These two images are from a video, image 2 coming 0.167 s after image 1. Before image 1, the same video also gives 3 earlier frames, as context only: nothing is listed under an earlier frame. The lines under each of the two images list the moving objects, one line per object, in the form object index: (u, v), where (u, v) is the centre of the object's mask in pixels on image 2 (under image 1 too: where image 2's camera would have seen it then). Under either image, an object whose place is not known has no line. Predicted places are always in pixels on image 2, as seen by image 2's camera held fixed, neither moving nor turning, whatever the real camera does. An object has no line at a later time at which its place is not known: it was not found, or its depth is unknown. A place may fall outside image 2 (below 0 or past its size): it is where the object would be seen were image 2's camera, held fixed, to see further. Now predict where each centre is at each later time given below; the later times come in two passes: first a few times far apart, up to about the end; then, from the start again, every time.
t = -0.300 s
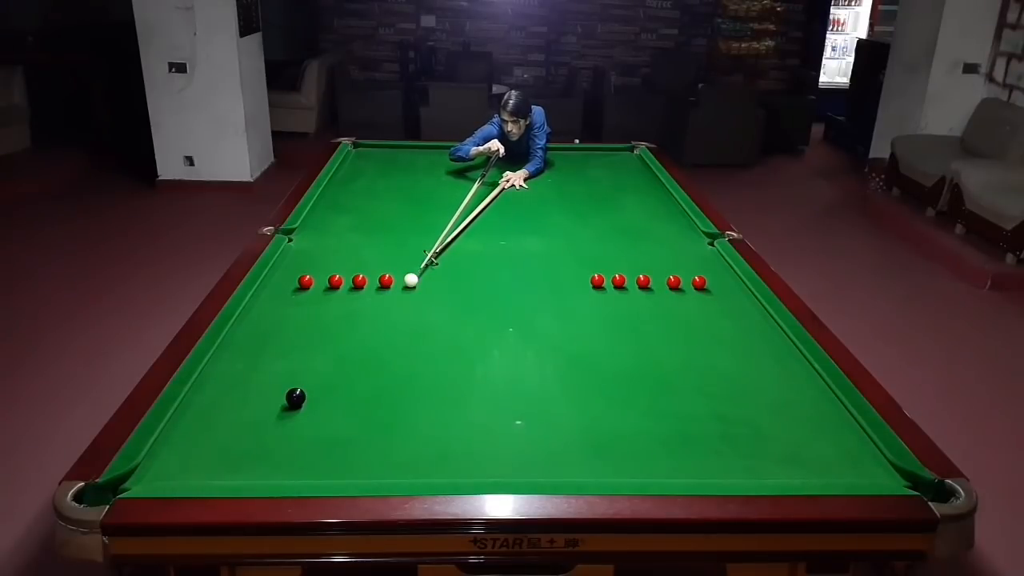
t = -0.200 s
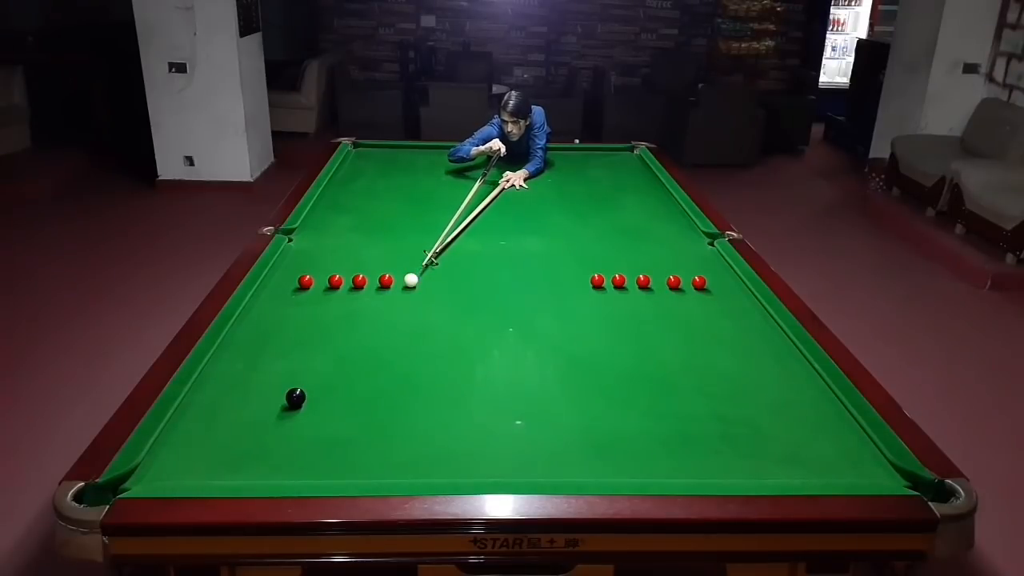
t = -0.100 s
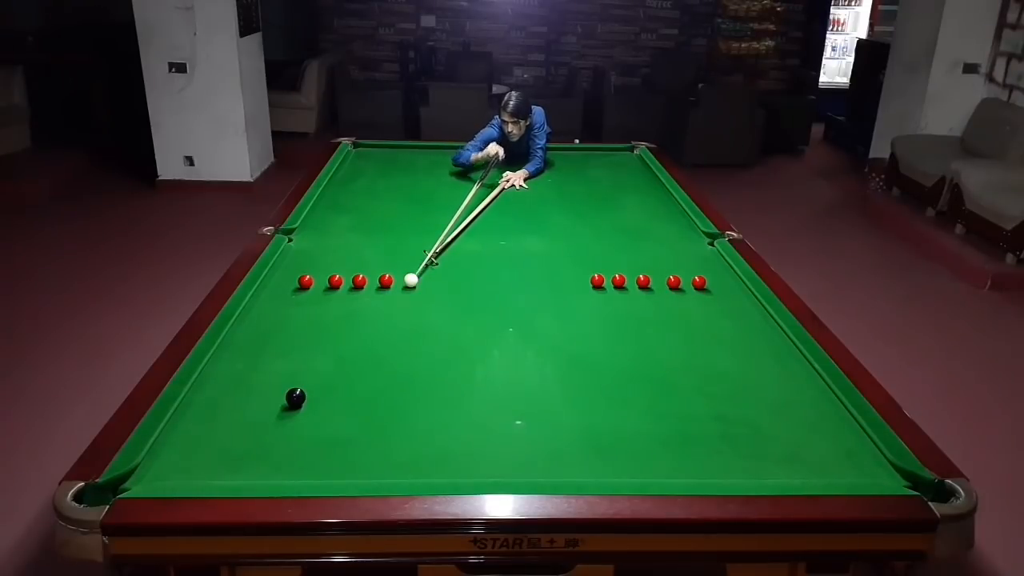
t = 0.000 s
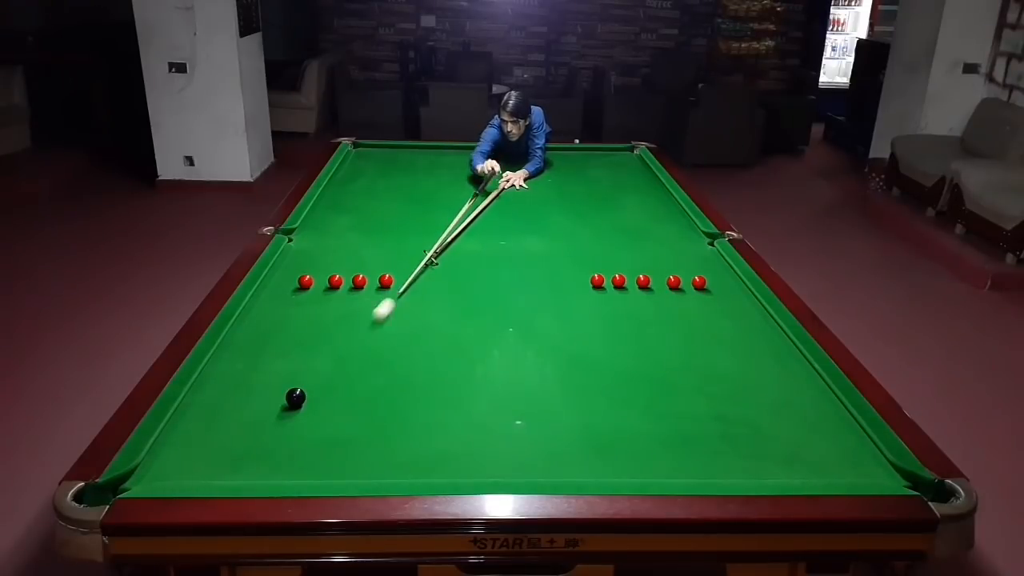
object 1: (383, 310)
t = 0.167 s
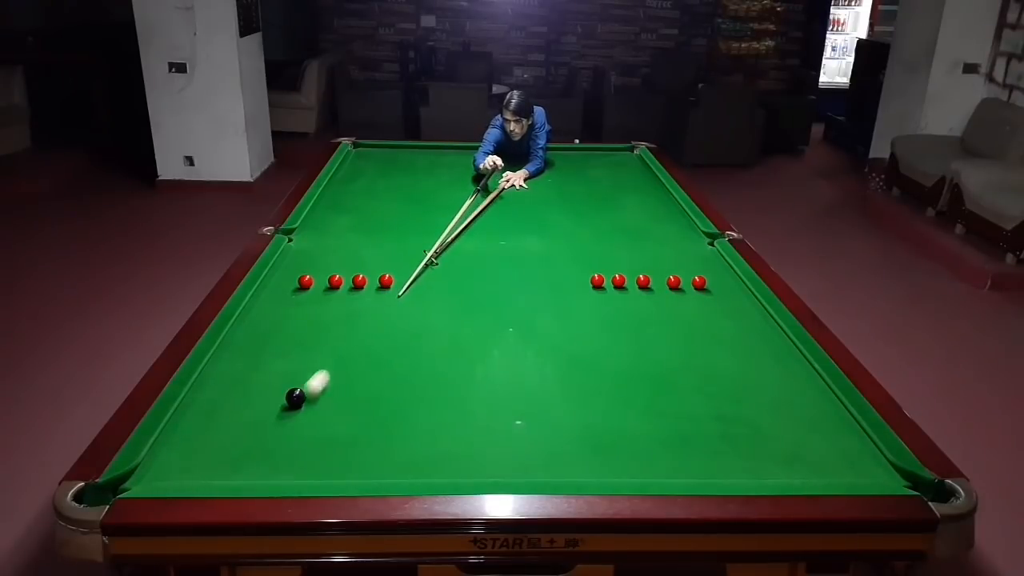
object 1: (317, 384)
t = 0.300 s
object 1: (338, 407)
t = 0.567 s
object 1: (390, 445)
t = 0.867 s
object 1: (451, 467)
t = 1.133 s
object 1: (492, 441)
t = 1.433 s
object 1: (531, 416)
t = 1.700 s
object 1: (560, 398)
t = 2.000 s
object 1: (589, 380)
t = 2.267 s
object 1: (611, 367)
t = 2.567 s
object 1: (631, 355)
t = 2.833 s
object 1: (647, 346)
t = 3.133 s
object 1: (663, 338)
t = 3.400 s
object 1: (674, 331)
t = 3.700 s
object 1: (684, 325)
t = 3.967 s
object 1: (692, 322)
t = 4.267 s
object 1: (699, 318)
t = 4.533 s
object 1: (703, 316)
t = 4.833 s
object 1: (706, 315)
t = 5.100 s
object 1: (707, 315)
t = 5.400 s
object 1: (707, 315)
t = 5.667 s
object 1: (707, 315)
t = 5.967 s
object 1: (707, 315)
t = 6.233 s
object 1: (707, 315)
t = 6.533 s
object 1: (707, 315)
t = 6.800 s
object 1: (707, 315)
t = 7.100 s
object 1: (707, 315)
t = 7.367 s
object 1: (707, 315)
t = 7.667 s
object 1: (707, 315)
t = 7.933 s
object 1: (707, 315)
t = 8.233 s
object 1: (707, 315)
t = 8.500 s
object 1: (707, 315)
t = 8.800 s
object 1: (707, 315)
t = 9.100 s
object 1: (707, 315)
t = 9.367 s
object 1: (707, 315)
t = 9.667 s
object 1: (707, 315)
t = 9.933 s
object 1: (707, 315)
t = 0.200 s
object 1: (317, 393)
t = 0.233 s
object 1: (325, 398)
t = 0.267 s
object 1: (332, 403)
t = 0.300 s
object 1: (338, 407)
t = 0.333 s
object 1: (344, 411)
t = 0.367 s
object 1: (351, 416)
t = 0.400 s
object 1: (357, 421)
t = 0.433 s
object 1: (363, 425)
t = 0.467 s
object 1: (370, 430)
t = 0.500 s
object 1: (377, 435)
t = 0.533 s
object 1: (383, 440)
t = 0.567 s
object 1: (390, 445)
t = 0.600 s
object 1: (397, 450)
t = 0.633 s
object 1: (404, 455)
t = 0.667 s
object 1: (411, 459)
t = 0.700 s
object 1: (418, 465)
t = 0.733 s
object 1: (426, 468)
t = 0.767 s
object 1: (433, 472)
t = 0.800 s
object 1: (440, 472)
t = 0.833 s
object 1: (446, 469)
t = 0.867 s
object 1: (451, 467)
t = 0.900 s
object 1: (457, 464)
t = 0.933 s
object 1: (462, 460)
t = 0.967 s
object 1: (467, 457)
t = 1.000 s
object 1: (472, 454)
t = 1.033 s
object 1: (477, 450)
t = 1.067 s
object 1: (482, 447)
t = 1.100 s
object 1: (487, 444)
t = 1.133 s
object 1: (492, 441)
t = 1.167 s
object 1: (497, 438)
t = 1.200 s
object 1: (501, 435)
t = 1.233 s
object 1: (506, 432)
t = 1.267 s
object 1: (510, 429)
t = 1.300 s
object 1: (515, 427)
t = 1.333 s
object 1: (519, 424)
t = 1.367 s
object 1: (523, 421)
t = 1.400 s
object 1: (527, 419)
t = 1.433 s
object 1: (531, 416)
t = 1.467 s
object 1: (535, 414)
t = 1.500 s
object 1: (539, 411)
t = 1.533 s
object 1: (542, 409)
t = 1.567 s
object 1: (546, 406)
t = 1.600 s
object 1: (550, 404)
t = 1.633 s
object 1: (553, 402)
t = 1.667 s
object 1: (557, 399)
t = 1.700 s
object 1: (560, 398)
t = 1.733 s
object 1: (563, 396)
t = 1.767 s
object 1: (567, 393)
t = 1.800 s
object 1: (570, 392)
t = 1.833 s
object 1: (573, 390)
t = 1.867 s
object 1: (577, 388)
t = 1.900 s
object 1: (580, 386)
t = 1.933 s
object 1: (583, 384)
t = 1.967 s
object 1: (586, 382)
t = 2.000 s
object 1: (589, 380)
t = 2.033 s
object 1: (592, 379)
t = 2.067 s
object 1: (594, 377)
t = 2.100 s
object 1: (597, 375)
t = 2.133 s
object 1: (600, 374)
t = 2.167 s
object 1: (603, 372)
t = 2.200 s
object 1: (605, 370)
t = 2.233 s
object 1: (608, 369)
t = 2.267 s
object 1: (611, 367)
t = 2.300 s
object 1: (613, 366)
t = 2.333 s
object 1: (615, 365)
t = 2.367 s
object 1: (618, 363)
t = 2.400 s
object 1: (620, 362)
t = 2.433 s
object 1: (622, 361)
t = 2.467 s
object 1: (625, 359)
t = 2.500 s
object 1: (627, 358)
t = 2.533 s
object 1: (629, 356)
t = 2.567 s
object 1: (631, 355)
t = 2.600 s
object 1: (633, 354)
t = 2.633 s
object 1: (636, 353)
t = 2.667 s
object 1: (638, 352)
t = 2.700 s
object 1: (640, 350)
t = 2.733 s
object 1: (642, 349)
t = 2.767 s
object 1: (643, 348)
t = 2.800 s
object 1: (646, 347)
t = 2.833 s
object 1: (647, 346)
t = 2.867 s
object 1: (649, 345)
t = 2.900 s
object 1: (651, 344)
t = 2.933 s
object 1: (653, 343)
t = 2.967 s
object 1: (654, 342)
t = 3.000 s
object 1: (656, 341)
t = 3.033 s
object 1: (658, 340)
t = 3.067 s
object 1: (659, 339)
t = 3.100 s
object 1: (661, 338)
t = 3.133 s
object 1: (663, 338)
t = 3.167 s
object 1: (664, 337)
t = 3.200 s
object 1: (665, 336)
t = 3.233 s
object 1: (667, 335)
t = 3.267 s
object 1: (669, 334)
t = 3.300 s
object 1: (670, 333)
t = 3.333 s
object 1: (671, 333)
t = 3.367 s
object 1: (673, 332)
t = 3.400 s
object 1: (674, 331)
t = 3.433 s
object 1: (675, 330)
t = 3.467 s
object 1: (676, 330)
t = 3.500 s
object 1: (678, 329)
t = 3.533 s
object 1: (679, 329)
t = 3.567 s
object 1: (680, 328)
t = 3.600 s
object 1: (681, 327)
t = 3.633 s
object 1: (682, 327)
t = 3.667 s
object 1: (683, 326)
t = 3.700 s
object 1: (684, 325)
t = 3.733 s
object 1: (685, 325)
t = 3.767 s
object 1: (686, 324)
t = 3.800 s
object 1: (687, 324)
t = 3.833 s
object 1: (688, 323)
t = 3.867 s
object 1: (689, 323)
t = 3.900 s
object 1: (690, 322)
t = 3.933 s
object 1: (691, 322)
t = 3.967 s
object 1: (692, 322)
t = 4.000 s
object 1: (693, 321)
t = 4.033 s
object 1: (694, 321)
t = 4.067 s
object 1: (694, 320)
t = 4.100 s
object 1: (695, 320)
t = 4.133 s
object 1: (696, 319)
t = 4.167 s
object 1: (696, 319)
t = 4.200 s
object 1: (697, 319)
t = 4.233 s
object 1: (698, 318)
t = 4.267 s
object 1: (699, 318)
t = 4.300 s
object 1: (699, 318)
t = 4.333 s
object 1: (700, 318)
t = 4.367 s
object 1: (700, 317)
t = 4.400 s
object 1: (701, 317)
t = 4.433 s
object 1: (701, 317)
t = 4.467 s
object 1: (702, 317)
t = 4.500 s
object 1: (702, 316)
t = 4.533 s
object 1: (703, 316)
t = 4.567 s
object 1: (703, 316)
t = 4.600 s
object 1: (703, 316)
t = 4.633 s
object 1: (704, 316)
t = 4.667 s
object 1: (704, 316)
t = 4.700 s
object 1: (705, 315)
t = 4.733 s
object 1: (705, 315)
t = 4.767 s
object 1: (705, 315)
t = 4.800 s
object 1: (706, 315)
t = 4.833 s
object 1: (706, 315)
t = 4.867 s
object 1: (706, 315)
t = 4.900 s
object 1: (706, 315)
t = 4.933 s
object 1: (706, 315)
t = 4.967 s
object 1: (706, 315)
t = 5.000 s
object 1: (707, 315)
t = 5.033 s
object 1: (707, 315)
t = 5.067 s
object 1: (707, 315)
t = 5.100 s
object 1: (707, 315)
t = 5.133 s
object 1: (707, 315)
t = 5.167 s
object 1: (707, 315)
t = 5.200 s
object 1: (707, 315)
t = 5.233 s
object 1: (707, 315)
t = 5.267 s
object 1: (707, 315)
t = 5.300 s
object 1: (707, 315)
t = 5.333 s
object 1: (707, 315)
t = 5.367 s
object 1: (707, 315)
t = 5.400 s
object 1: (707, 315)
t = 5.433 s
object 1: (707, 315)
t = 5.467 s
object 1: (707, 315)
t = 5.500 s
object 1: (707, 315)
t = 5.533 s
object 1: (707, 315)
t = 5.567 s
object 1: (707, 315)
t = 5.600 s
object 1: (707, 315)
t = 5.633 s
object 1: (707, 315)
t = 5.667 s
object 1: (707, 315)
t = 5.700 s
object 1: (707, 315)
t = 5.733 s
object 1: (707, 315)
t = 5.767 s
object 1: (707, 315)
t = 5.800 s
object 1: (707, 315)
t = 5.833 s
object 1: (707, 315)
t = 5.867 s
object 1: (707, 315)
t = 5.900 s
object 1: (707, 315)
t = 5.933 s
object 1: (707, 315)
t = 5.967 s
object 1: (707, 315)
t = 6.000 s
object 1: (707, 315)
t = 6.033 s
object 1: (707, 315)
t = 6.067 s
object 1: (707, 315)
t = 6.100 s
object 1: (707, 315)
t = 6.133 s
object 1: (707, 315)
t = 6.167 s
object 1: (707, 315)
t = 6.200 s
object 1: (707, 315)
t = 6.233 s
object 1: (707, 315)
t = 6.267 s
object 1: (707, 315)
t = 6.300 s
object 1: (707, 315)
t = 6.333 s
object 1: (707, 315)
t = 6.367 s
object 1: (707, 315)
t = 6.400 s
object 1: (707, 315)
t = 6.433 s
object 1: (707, 315)
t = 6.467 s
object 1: (707, 315)
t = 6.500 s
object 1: (707, 315)
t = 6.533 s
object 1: (707, 315)
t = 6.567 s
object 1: (707, 315)
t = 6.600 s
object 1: (707, 315)
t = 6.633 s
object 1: (707, 315)
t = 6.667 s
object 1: (707, 315)
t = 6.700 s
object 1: (707, 315)
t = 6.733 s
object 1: (707, 315)
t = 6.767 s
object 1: (707, 315)
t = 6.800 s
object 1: (707, 315)
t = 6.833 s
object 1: (707, 315)
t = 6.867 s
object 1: (707, 315)
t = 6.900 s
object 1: (707, 315)
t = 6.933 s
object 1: (707, 315)
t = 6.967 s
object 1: (707, 315)
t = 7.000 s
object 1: (707, 315)
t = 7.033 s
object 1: (707, 315)
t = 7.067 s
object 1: (707, 315)
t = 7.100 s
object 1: (707, 315)
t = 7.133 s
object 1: (707, 315)
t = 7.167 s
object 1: (707, 315)
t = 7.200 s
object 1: (707, 315)
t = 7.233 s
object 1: (707, 315)
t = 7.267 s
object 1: (707, 315)
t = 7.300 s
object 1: (707, 315)
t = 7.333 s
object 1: (707, 315)
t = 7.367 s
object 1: (707, 315)
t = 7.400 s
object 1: (707, 315)
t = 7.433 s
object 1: (707, 315)
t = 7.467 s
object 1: (707, 315)
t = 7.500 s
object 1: (707, 315)
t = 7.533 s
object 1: (707, 315)
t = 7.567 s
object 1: (707, 315)
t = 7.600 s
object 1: (707, 315)
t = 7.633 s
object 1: (707, 315)
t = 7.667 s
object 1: (707, 315)
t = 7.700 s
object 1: (707, 315)
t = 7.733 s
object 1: (707, 315)
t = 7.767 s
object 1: (707, 315)
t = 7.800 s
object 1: (707, 315)
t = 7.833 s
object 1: (707, 315)
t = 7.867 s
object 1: (707, 315)
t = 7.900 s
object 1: (707, 315)
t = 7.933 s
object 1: (707, 315)
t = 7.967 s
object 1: (707, 315)
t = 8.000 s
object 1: (707, 315)
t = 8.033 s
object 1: (707, 315)
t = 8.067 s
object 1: (707, 315)
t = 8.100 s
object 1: (707, 315)
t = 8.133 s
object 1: (707, 315)
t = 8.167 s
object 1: (707, 315)
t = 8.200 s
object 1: (707, 315)
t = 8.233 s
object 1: (707, 315)
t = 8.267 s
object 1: (707, 315)
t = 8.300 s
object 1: (707, 315)
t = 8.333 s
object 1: (707, 315)
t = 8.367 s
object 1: (707, 315)
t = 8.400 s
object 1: (707, 315)
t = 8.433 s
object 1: (707, 315)
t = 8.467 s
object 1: (707, 315)
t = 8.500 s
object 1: (707, 315)
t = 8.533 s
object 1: (707, 315)
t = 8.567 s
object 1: (707, 315)
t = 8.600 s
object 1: (707, 315)
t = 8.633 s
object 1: (707, 315)
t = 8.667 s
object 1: (707, 315)
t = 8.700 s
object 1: (707, 315)
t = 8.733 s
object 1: (707, 315)
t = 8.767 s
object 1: (707, 315)
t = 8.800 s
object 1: (707, 315)
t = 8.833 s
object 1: (707, 315)
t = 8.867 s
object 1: (707, 315)
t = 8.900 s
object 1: (707, 315)
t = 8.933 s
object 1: (707, 315)
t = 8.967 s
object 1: (707, 315)
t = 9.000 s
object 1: (707, 315)
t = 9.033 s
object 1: (707, 315)
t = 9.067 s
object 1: (707, 315)
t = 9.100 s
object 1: (707, 315)
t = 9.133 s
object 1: (707, 315)
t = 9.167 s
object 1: (707, 315)
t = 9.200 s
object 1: (707, 315)
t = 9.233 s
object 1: (707, 315)
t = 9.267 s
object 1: (707, 315)
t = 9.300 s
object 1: (707, 315)
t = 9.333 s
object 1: (707, 315)
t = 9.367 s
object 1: (707, 315)
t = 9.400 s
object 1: (707, 315)
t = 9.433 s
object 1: (707, 315)
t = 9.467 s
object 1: (707, 315)
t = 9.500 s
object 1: (707, 315)
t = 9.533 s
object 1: (707, 315)
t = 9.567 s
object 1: (707, 315)
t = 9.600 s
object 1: (707, 315)
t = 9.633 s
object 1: (707, 315)
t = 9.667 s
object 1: (707, 315)
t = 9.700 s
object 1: (707, 315)
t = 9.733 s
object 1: (707, 315)
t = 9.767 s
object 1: (707, 315)
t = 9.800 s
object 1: (707, 315)
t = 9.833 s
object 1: (707, 315)
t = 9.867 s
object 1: (707, 315)
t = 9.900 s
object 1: (707, 315)
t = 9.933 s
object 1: (707, 315)
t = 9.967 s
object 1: (707, 315)
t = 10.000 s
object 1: (707, 315)
